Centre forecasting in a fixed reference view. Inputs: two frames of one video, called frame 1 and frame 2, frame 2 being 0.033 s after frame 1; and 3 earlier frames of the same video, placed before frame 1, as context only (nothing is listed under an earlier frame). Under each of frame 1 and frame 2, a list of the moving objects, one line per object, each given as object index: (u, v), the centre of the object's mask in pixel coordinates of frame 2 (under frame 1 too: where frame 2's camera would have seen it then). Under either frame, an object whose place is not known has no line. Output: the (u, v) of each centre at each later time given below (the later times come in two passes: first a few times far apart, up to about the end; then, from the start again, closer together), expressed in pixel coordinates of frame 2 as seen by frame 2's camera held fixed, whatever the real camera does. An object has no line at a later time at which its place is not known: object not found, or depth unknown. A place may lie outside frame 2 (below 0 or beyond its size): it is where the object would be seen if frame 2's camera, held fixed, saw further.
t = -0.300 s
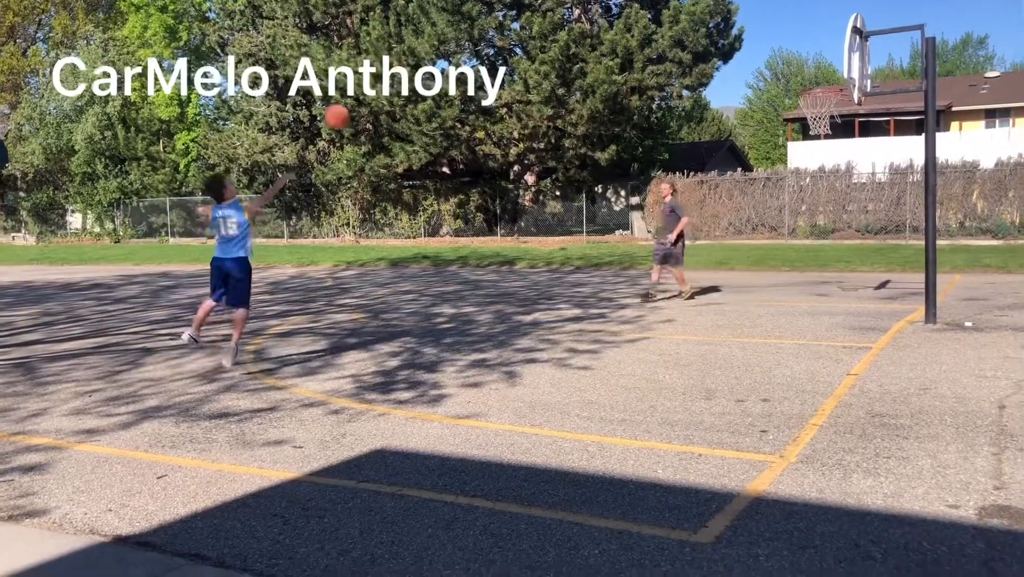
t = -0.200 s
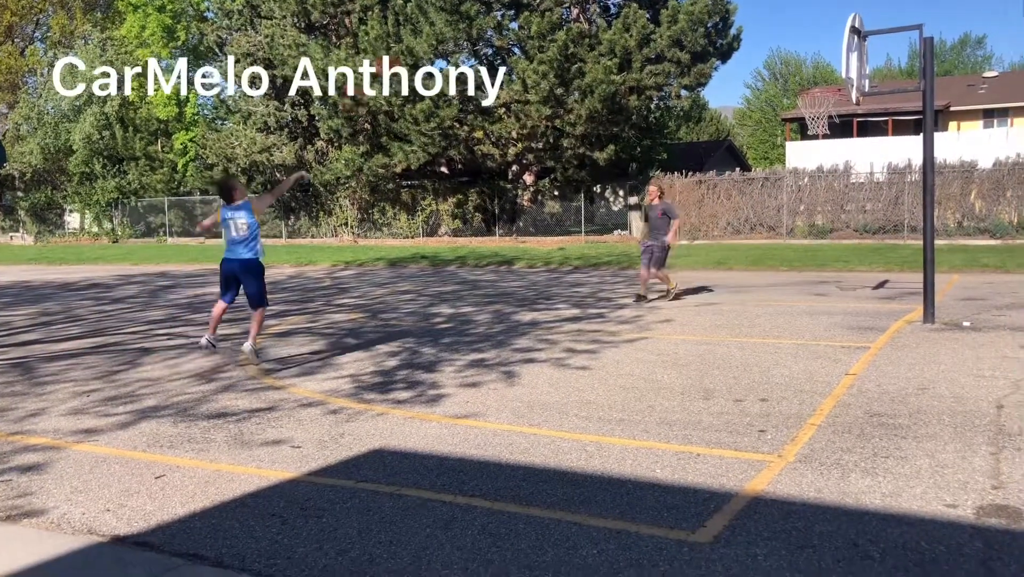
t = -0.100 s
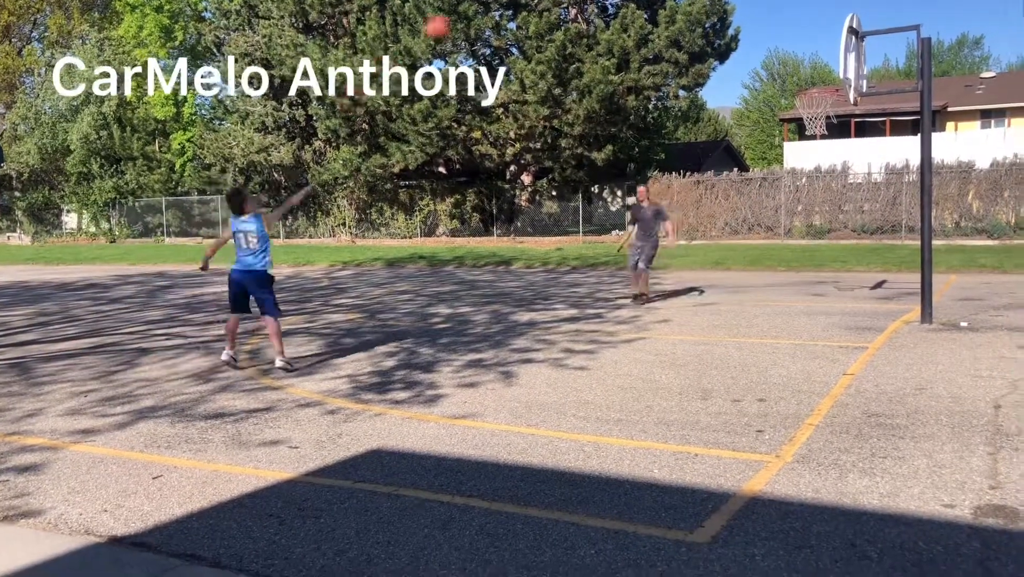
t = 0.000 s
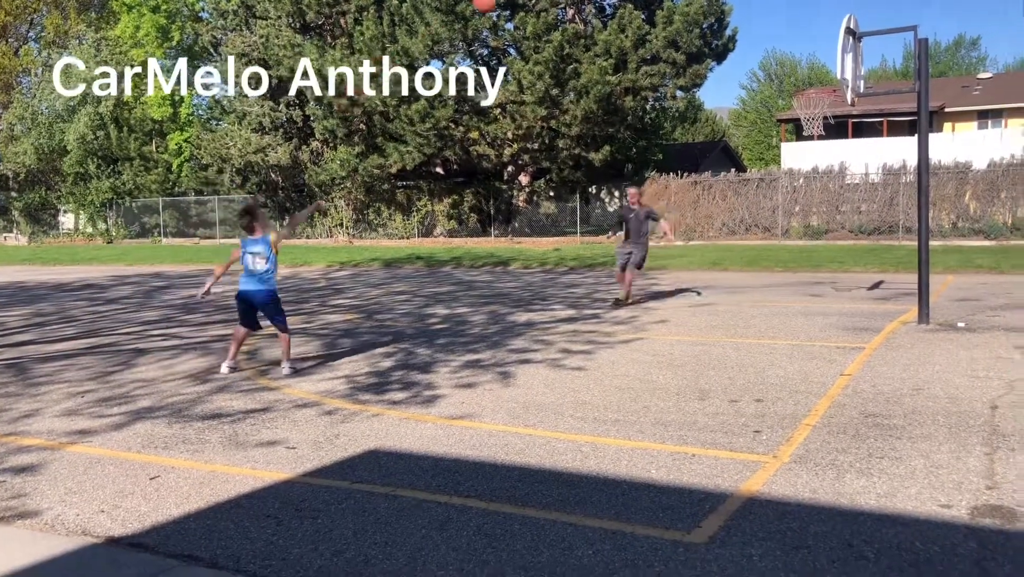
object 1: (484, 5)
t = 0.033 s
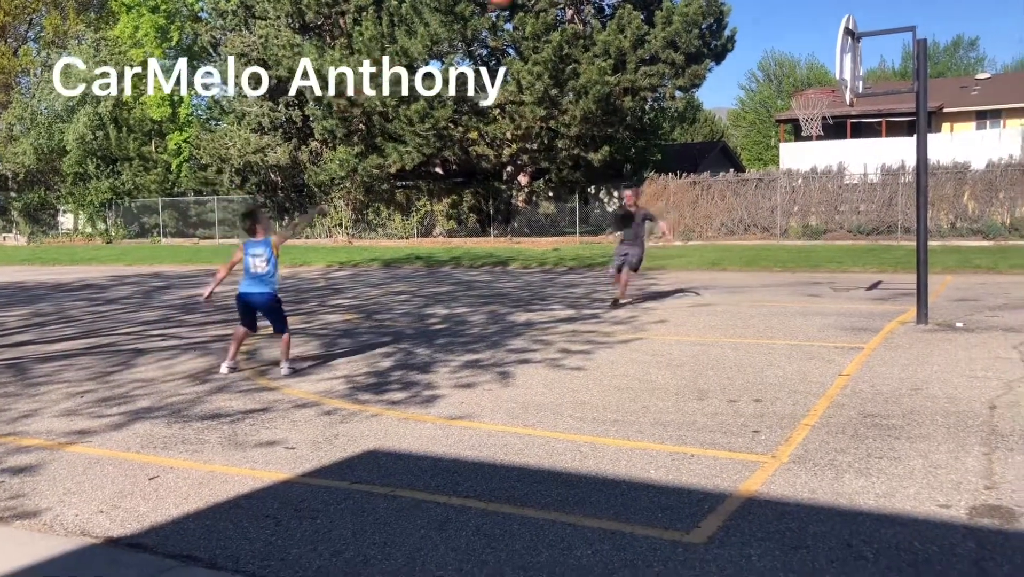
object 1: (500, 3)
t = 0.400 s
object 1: (666, 3)
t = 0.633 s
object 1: (759, 68)
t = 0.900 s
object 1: (852, 193)
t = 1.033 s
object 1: (894, 270)
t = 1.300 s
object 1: (938, 201)
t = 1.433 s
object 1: (954, 154)
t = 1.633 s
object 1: (980, 111)
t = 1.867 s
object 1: (1008, 102)
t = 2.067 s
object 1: (1031, 129)
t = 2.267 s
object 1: (1052, 185)
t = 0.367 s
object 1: (652, 2)
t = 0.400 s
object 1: (666, 3)
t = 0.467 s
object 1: (694, 14)
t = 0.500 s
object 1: (708, 23)
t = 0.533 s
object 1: (720, 32)
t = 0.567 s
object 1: (734, 44)
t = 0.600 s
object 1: (746, 56)
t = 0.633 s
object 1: (759, 68)
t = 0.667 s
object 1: (772, 81)
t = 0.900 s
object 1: (852, 193)
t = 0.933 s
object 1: (863, 212)
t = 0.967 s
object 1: (872, 230)
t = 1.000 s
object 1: (884, 251)
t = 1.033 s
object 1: (894, 270)
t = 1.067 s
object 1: (904, 291)
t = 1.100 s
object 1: (909, 300)
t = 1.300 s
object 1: (938, 201)
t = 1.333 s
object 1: (942, 188)
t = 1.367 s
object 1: (946, 175)
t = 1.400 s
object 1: (950, 164)
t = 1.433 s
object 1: (954, 154)
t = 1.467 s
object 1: (959, 144)
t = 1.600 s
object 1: (976, 116)
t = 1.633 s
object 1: (980, 111)
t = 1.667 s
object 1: (984, 108)
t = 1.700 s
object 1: (988, 104)
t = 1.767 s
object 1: (996, 100)
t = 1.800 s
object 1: (1000, 100)
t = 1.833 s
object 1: (1004, 100)
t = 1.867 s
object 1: (1008, 102)
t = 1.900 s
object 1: (1012, 104)
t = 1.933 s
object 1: (1015, 106)
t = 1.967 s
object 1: (1020, 112)
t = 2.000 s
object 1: (1024, 117)
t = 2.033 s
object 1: (1027, 122)
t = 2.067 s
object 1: (1031, 129)
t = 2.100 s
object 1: (1034, 136)
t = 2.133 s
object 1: (1038, 144)
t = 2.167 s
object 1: (1042, 154)
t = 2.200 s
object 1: (1045, 163)
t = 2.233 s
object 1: (1050, 172)
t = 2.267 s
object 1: (1052, 185)
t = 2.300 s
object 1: (1053, 195)
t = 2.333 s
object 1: (1055, 210)
